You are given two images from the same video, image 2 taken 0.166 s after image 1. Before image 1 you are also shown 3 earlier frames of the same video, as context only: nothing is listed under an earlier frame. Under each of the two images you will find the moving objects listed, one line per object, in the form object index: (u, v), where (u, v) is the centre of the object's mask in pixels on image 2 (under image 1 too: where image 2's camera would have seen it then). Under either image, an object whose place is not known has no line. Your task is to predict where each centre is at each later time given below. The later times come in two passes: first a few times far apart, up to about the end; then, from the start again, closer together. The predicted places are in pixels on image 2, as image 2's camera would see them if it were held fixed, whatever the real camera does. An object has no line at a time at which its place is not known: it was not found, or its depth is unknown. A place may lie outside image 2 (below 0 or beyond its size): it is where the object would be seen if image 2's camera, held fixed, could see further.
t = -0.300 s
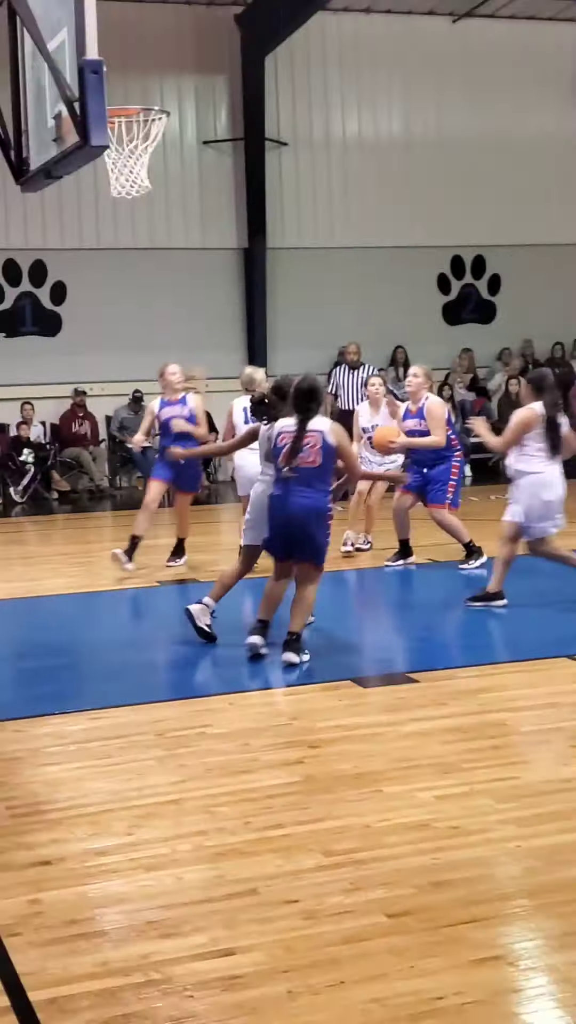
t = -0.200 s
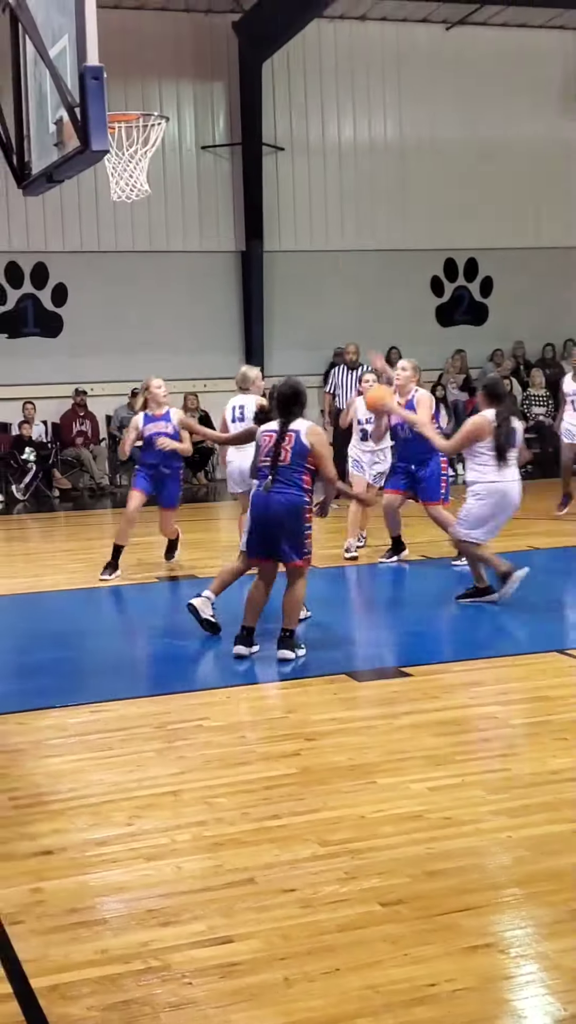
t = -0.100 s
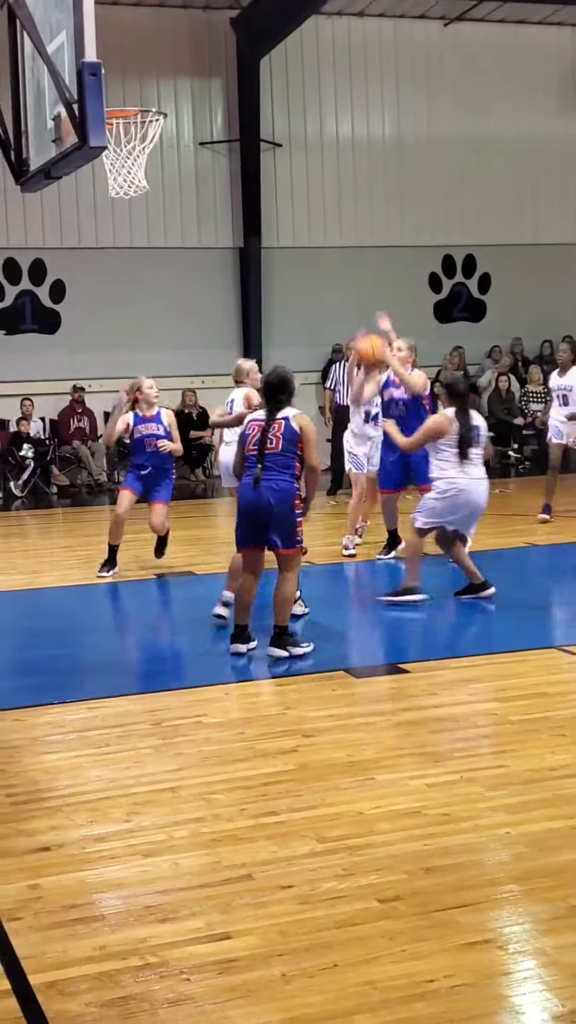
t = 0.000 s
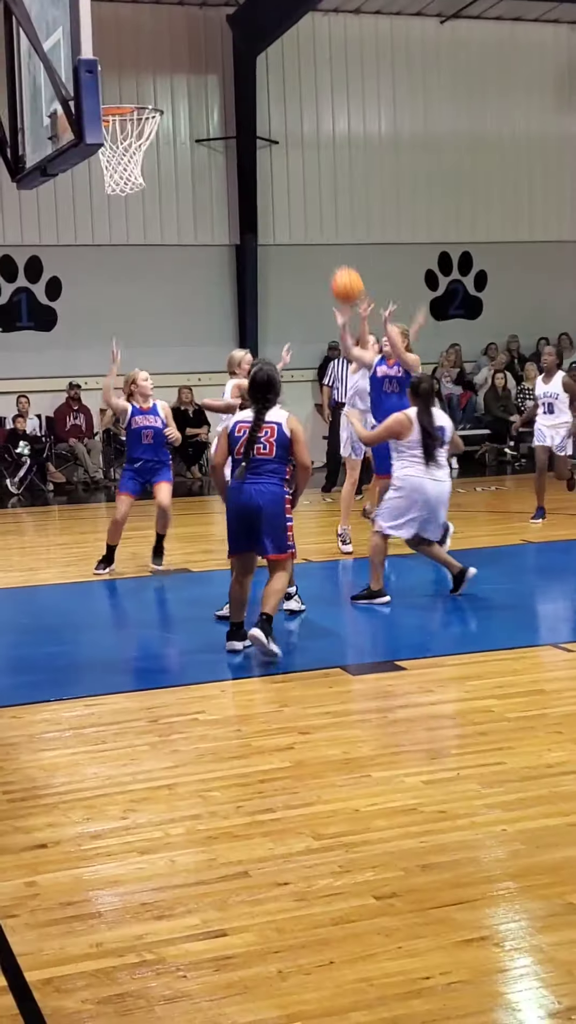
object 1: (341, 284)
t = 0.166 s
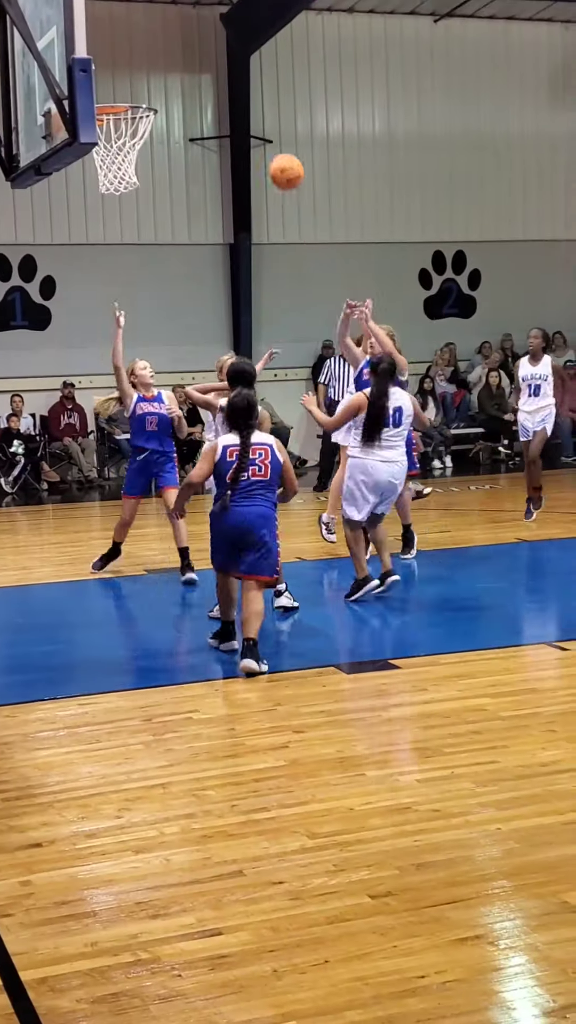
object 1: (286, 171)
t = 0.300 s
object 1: (241, 106)
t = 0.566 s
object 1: (148, 47)
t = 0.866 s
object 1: (105, 78)
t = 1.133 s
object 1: (204, 93)
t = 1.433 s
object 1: (323, 249)
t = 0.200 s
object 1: (275, 153)
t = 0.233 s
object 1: (264, 136)
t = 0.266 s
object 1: (252, 120)
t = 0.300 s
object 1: (241, 106)
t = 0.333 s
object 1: (230, 93)
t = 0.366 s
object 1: (218, 82)
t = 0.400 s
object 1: (207, 72)
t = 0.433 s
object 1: (195, 64)
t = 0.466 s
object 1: (184, 58)
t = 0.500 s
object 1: (172, 53)
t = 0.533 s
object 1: (160, 49)
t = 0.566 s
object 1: (148, 47)
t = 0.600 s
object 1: (136, 47)
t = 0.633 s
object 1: (123, 50)
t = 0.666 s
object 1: (111, 54)
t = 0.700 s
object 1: (103, 58)
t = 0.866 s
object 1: (105, 78)
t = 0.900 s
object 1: (112, 74)
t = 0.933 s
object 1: (125, 71)
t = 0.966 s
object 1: (138, 70)
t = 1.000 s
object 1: (151, 71)
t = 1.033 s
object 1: (164, 74)
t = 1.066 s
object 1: (178, 78)
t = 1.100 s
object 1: (191, 85)
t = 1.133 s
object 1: (204, 93)
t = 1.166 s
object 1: (218, 103)
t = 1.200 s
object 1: (231, 115)
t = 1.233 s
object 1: (245, 129)
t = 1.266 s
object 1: (258, 144)
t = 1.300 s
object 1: (271, 162)
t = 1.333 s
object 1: (284, 181)
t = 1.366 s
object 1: (297, 202)
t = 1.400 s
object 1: (310, 224)
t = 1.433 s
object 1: (323, 249)
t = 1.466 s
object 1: (335, 274)
